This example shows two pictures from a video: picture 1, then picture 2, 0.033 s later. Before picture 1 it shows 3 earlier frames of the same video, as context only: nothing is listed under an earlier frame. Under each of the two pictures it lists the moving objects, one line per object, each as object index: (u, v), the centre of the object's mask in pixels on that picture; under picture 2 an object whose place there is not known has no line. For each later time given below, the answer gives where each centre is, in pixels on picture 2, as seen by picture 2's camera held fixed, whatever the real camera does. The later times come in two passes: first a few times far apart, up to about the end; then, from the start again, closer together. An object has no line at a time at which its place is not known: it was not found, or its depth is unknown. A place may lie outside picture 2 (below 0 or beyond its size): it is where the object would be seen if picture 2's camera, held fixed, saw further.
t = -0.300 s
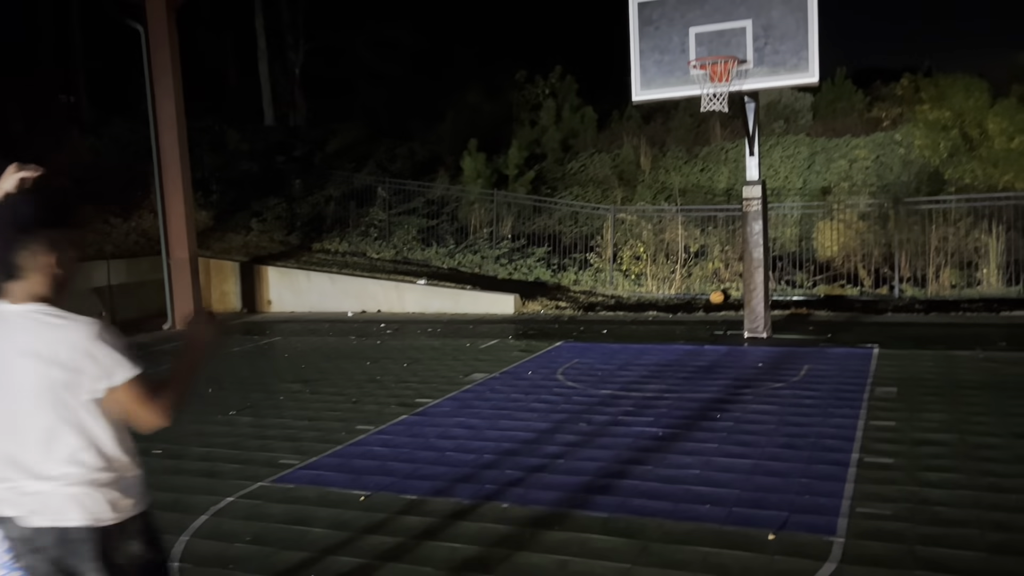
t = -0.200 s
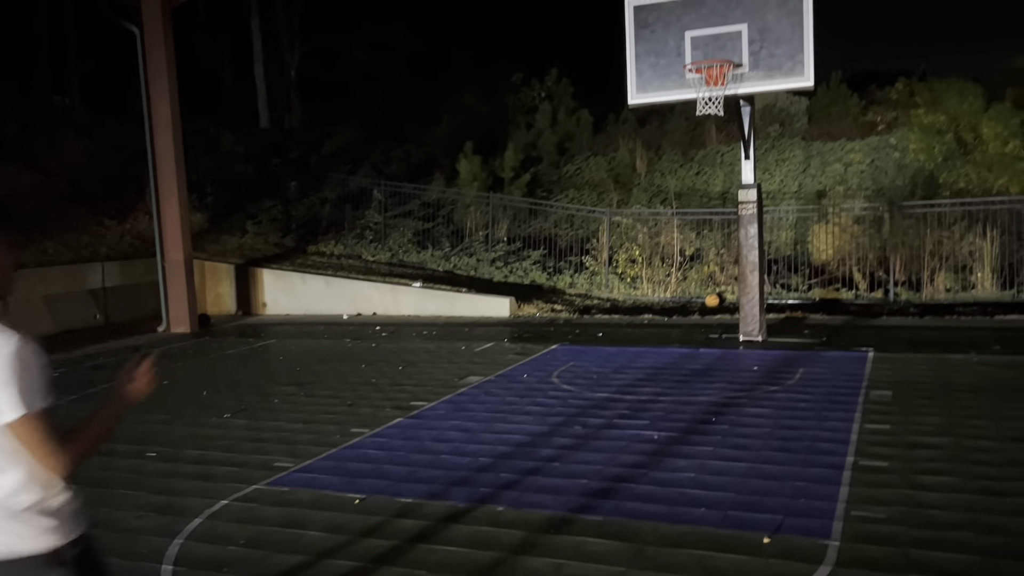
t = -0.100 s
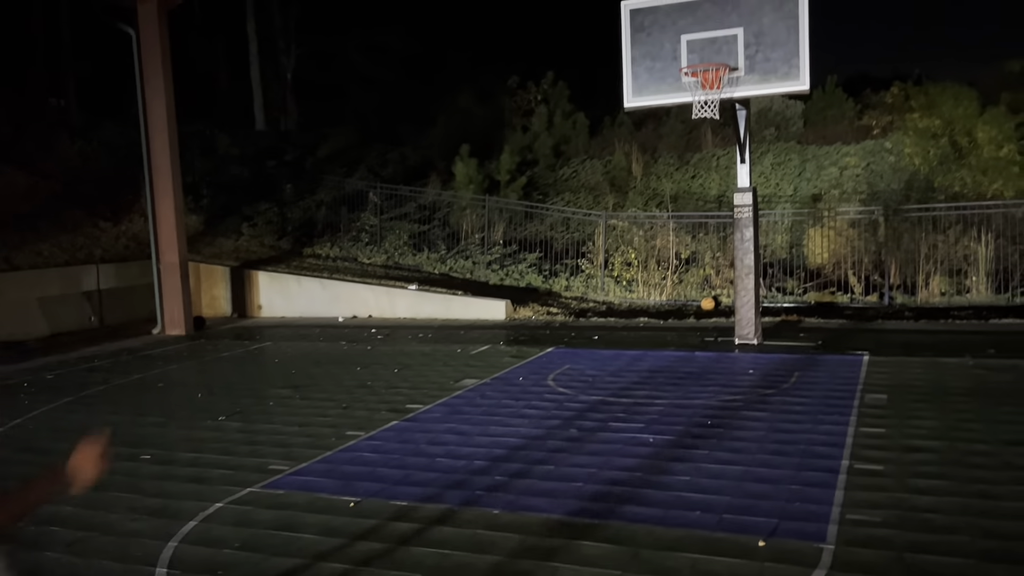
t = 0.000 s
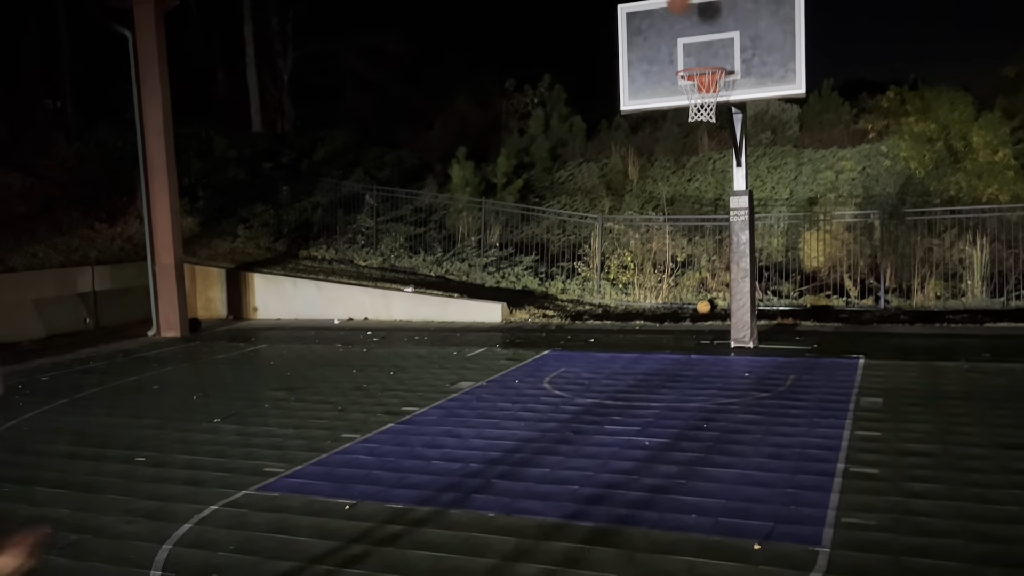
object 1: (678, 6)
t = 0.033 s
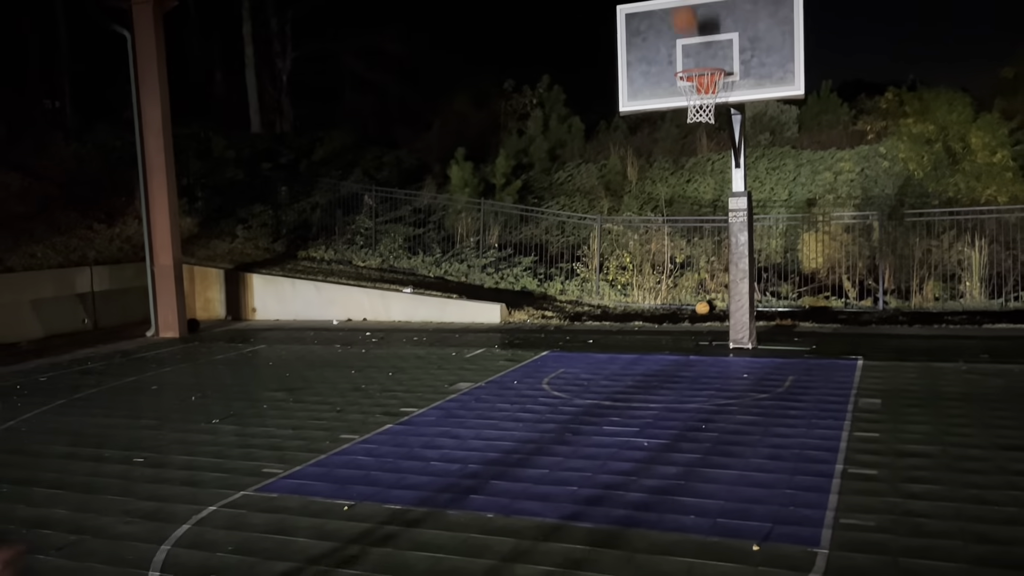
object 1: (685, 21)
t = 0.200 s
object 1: (701, 107)
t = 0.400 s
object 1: (694, 116)
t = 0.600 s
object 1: (687, 162)
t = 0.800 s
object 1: (682, 252)
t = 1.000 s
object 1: (680, 379)
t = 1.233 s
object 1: (669, 293)
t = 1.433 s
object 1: (661, 252)
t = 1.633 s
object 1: (653, 254)
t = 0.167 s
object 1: (703, 84)
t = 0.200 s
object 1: (701, 107)
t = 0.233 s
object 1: (700, 107)
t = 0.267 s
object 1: (699, 107)
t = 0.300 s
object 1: (698, 109)
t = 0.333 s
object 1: (696, 109)
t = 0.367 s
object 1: (695, 112)
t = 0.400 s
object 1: (694, 116)
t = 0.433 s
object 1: (693, 120)
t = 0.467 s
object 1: (691, 126)
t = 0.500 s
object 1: (691, 133)
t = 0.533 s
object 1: (690, 142)
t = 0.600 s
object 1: (687, 162)
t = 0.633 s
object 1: (686, 174)
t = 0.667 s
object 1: (685, 187)
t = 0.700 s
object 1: (684, 201)
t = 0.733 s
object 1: (683, 218)
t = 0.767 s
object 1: (682, 235)
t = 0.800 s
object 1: (682, 252)
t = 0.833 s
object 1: (682, 271)
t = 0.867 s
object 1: (681, 292)
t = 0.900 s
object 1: (680, 313)
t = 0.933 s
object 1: (680, 334)
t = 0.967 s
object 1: (680, 358)
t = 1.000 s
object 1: (680, 379)
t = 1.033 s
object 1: (678, 375)
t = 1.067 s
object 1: (677, 358)
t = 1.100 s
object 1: (675, 343)
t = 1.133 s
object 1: (673, 329)
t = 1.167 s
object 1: (672, 317)
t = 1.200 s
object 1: (670, 304)
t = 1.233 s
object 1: (669, 293)
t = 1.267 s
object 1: (667, 283)
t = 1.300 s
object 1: (666, 274)
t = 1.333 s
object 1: (665, 267)
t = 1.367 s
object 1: (663, 261)
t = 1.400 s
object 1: (662, 256)
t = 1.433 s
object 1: (661, 252)
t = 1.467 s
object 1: (659, 249)
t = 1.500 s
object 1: (658, 248)
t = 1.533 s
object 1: (657, 248)
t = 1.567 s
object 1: (656, 248)
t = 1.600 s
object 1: (654, 250)
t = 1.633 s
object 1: (653, 254)
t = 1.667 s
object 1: (651, 258)
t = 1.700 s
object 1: (651, 262)
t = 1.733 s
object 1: (650, 269)
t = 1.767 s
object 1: (649, 276)
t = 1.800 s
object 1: (647, 285)
